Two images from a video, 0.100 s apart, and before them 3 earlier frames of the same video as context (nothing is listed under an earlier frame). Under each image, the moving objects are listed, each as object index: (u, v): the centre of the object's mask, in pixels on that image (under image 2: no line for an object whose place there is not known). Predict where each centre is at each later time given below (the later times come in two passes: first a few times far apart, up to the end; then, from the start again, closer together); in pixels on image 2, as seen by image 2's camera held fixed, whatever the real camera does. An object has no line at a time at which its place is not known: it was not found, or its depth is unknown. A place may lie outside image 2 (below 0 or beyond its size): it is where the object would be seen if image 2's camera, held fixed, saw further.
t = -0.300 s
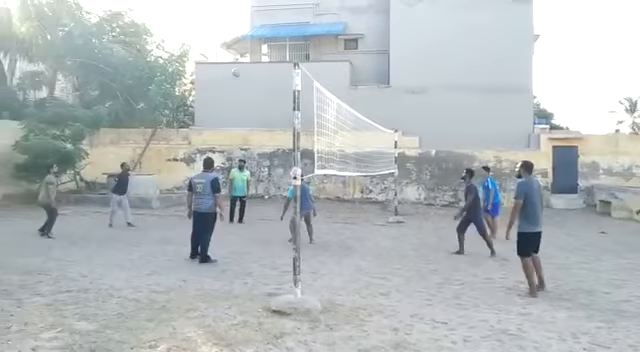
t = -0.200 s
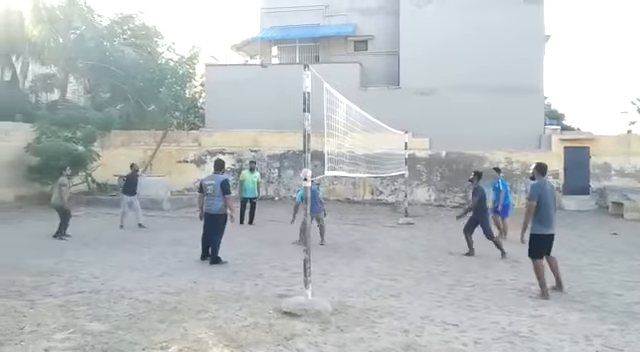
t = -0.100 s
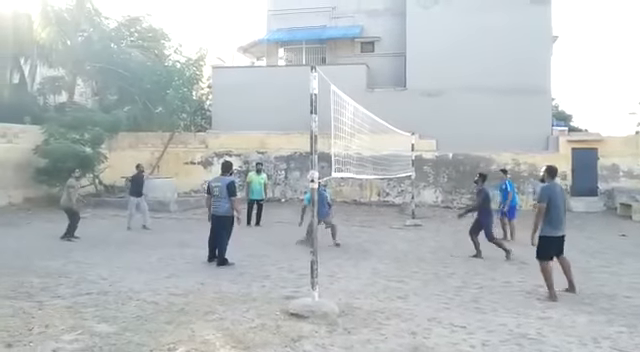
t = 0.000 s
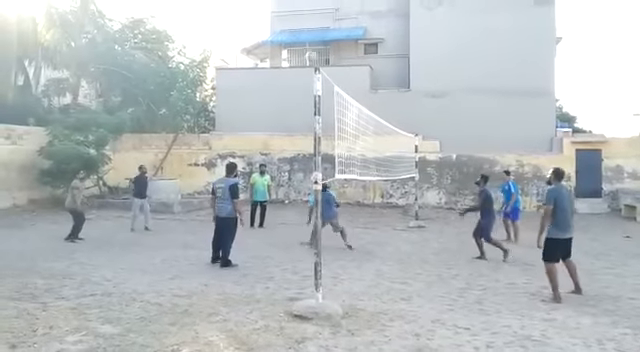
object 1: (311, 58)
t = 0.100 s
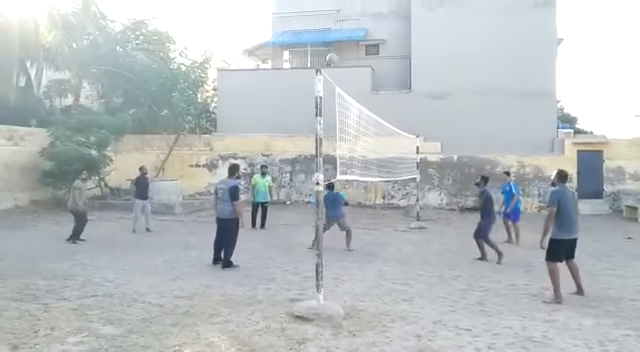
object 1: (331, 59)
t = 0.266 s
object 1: (365, 72)
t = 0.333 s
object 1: (377, 81)
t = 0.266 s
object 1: (365, 72)
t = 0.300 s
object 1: (371, 76)
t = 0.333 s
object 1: (377, 81)
